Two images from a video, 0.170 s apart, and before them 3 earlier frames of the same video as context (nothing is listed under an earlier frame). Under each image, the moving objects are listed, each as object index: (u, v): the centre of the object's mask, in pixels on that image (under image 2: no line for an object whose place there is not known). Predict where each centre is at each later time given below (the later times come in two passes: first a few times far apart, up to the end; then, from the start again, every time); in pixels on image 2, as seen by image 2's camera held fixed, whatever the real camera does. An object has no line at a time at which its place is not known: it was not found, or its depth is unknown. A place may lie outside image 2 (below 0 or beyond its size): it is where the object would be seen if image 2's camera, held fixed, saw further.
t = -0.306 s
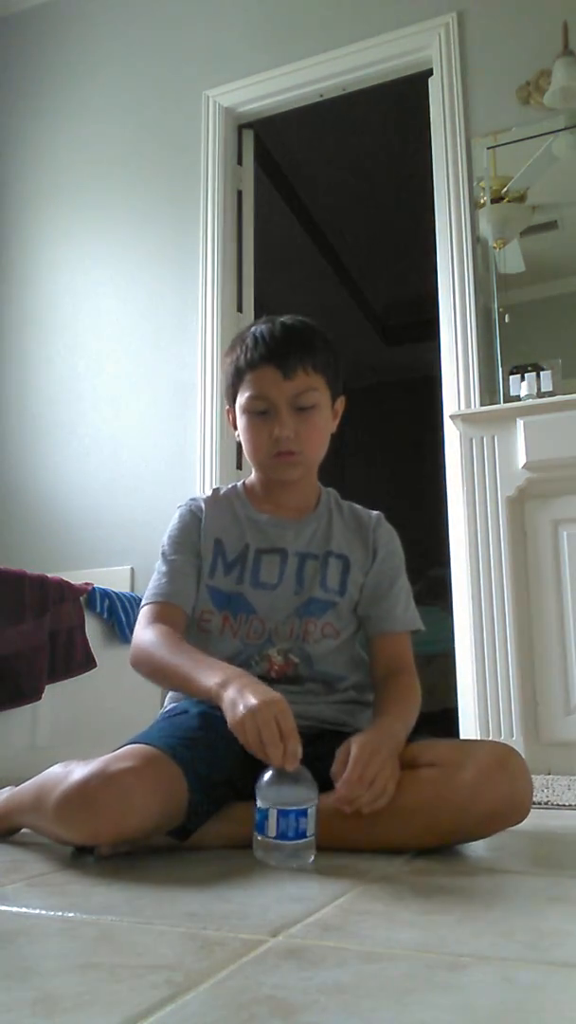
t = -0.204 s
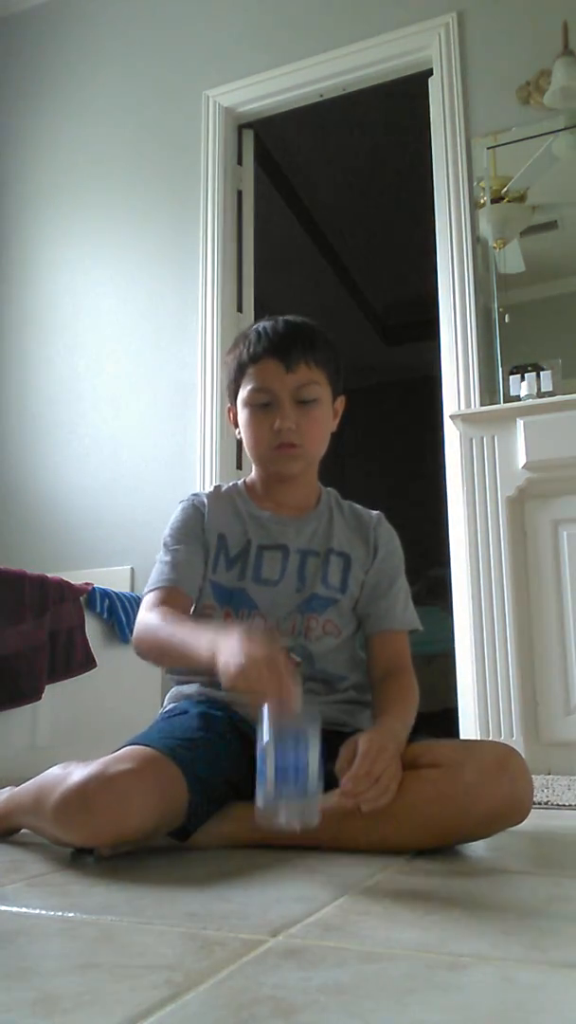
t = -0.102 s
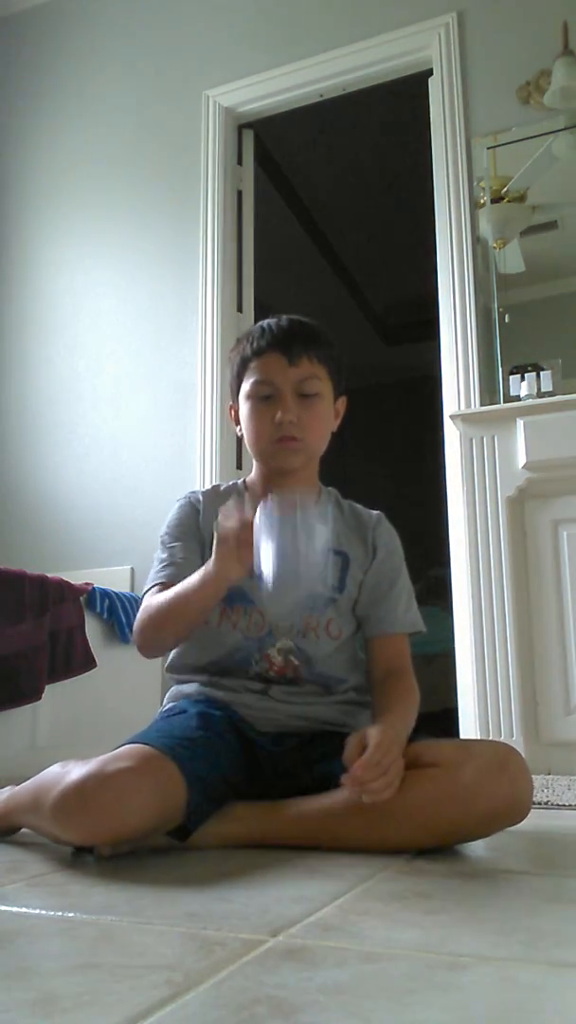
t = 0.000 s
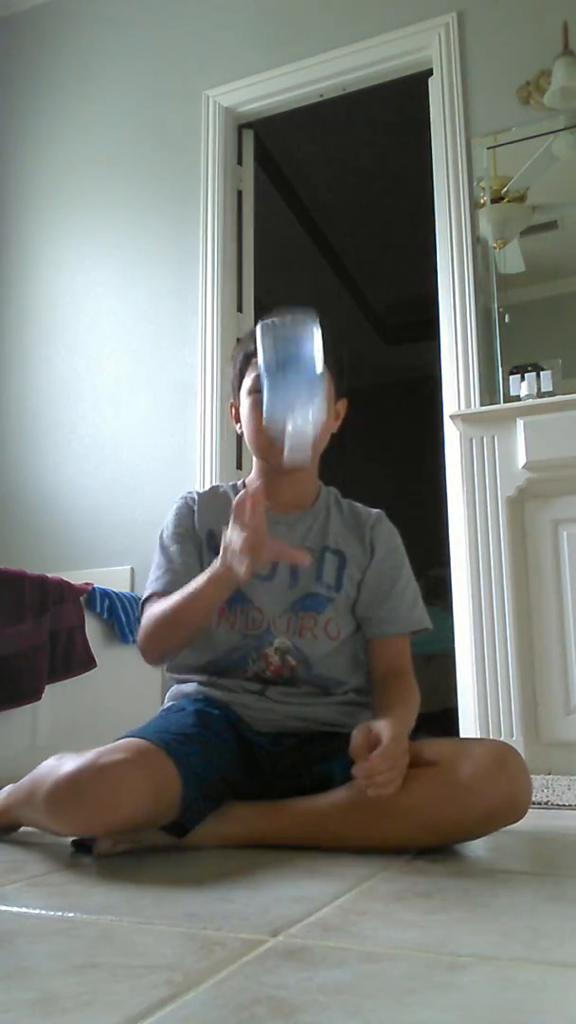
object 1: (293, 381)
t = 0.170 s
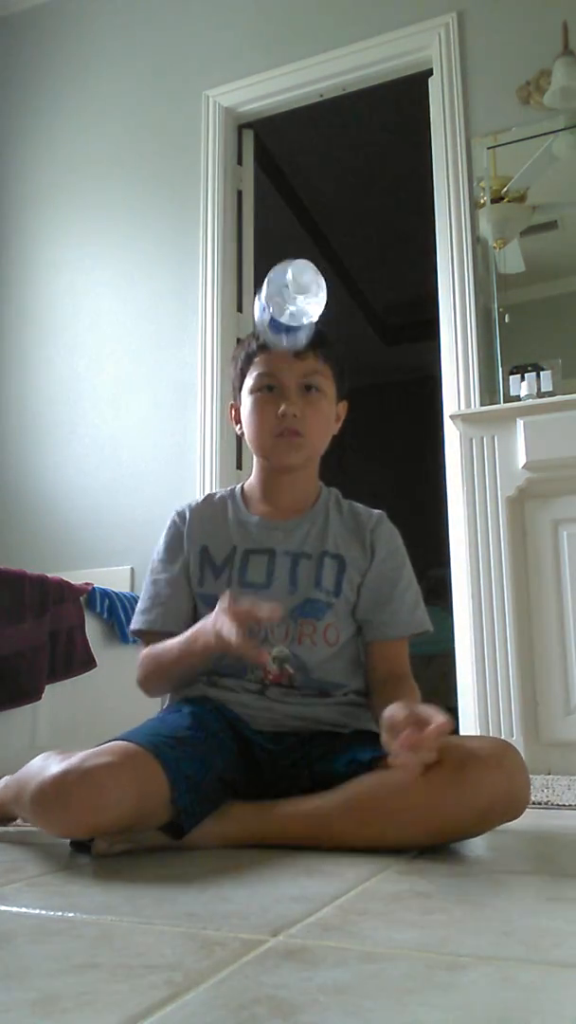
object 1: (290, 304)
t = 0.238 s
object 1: (291, 343)
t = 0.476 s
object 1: (296, 819)
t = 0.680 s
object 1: (300, 839)
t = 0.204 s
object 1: (290, 319)
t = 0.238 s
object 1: (291, 343)
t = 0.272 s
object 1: (291, 377)
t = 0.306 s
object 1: (291, 423)
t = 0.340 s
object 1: (292, 482)
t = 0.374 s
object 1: (293, 554)
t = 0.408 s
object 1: (295, 639)
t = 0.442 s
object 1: (297, 738)
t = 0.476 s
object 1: (296, 819)
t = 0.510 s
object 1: (298, 839)
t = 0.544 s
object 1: (299, 832)
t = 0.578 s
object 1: (299, 833)
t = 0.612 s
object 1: (300, 837)
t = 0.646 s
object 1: (299, 839)
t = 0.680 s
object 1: (300, 839)
